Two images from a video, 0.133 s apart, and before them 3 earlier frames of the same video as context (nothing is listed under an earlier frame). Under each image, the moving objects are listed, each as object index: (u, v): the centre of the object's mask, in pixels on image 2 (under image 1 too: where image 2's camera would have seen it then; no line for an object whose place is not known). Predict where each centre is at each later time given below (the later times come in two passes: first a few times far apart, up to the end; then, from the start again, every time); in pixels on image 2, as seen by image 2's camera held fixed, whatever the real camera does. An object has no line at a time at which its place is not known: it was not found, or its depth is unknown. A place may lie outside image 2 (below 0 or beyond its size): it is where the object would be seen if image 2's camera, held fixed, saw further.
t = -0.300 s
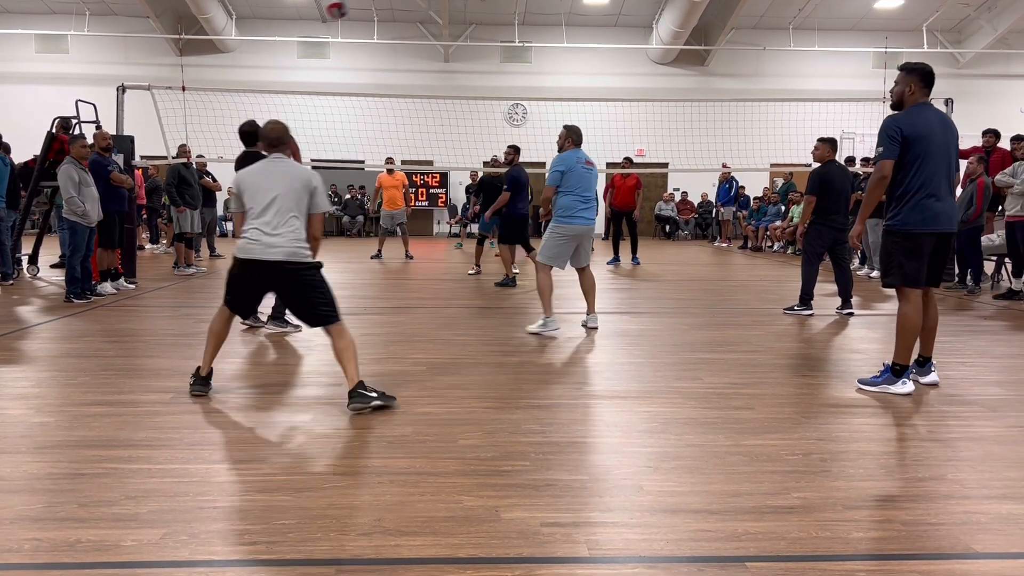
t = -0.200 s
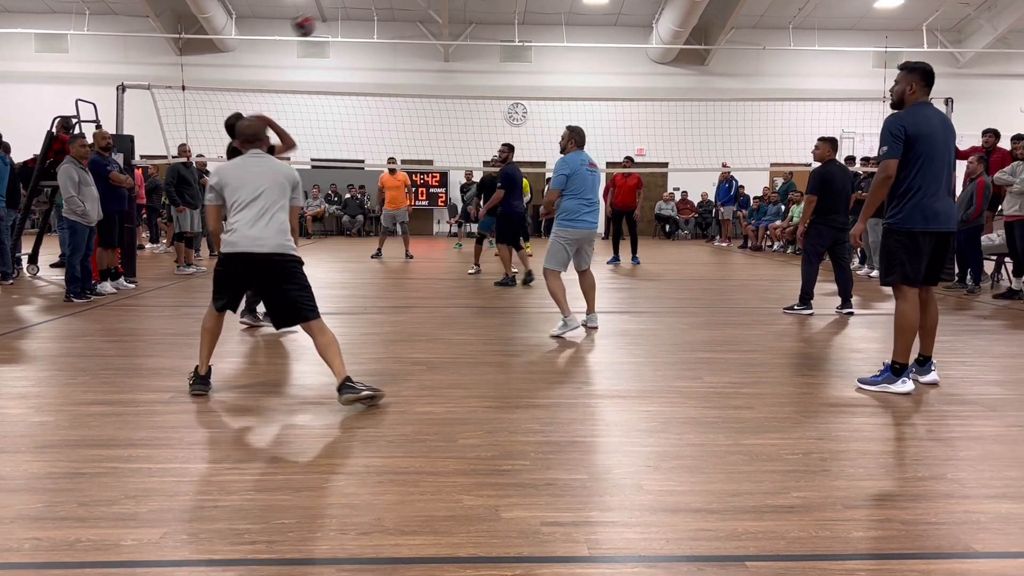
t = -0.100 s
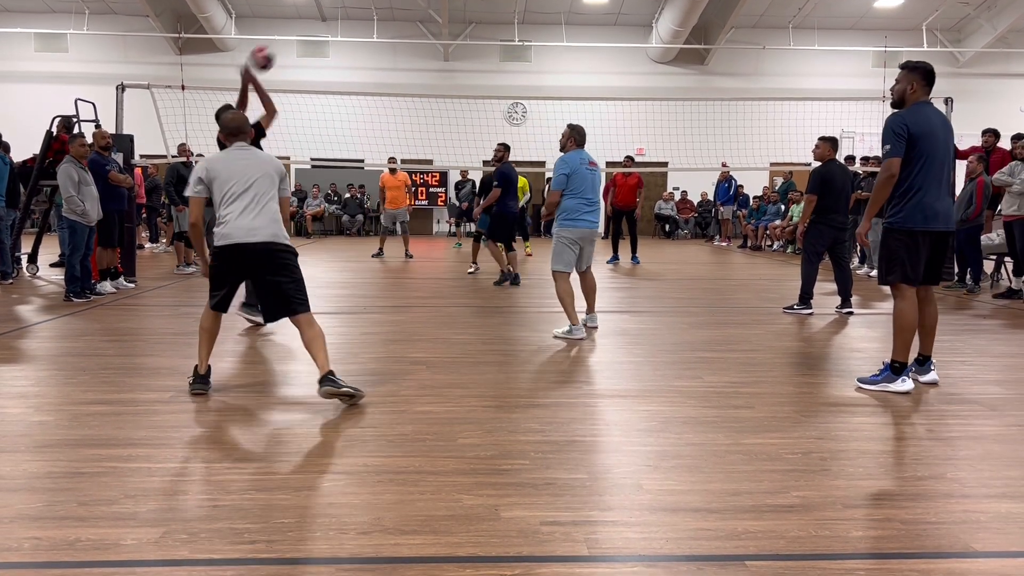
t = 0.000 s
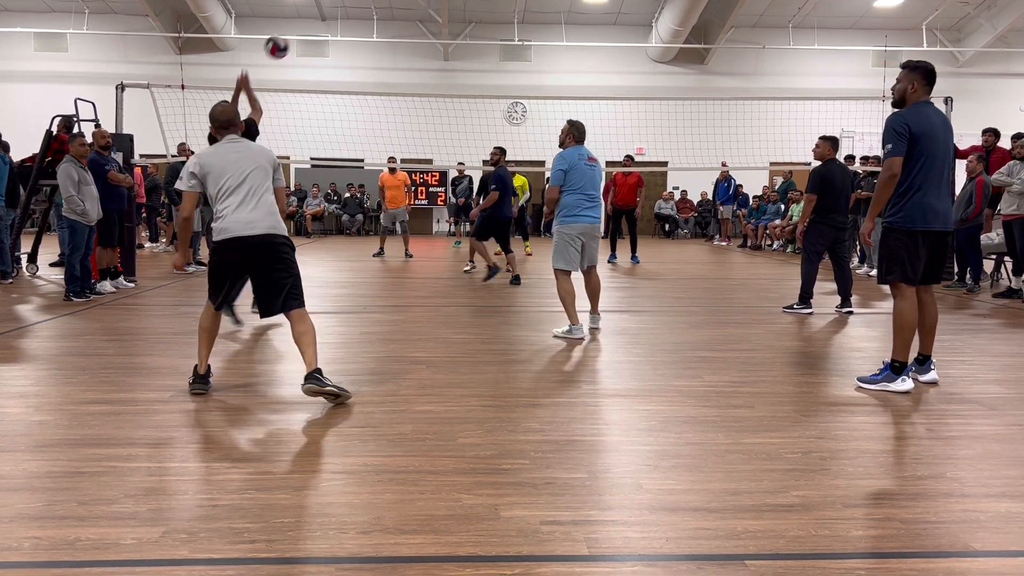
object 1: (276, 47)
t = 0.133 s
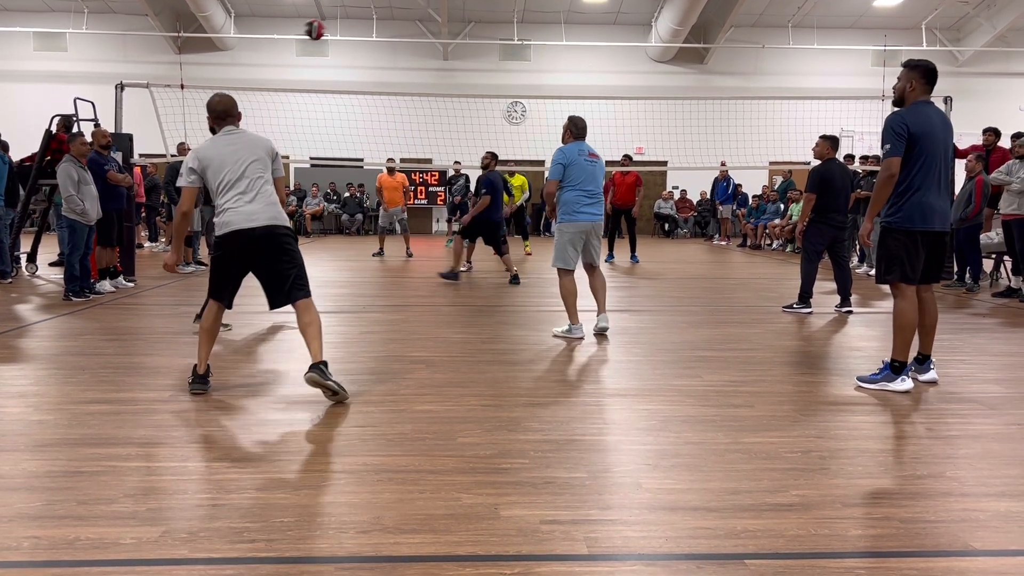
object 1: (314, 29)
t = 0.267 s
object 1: (344, 33)
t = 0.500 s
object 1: (382, 68)
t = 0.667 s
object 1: (402, 109)
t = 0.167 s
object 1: (322, 29)
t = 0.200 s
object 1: (330, 30)
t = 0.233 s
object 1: (337, 31)
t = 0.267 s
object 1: (344, 33)
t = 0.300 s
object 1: (351, 36)
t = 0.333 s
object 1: (357, 40)
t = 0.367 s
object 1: (362, 44)
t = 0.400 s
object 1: (368, 50)
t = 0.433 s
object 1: (372, 55)
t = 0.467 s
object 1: (377, 62)
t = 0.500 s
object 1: (382, 68)
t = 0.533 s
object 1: (386, 76)
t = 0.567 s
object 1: (391, 84)
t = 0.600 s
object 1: (394, 91)
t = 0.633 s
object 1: (398, 100)
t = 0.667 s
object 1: (402, 109)
